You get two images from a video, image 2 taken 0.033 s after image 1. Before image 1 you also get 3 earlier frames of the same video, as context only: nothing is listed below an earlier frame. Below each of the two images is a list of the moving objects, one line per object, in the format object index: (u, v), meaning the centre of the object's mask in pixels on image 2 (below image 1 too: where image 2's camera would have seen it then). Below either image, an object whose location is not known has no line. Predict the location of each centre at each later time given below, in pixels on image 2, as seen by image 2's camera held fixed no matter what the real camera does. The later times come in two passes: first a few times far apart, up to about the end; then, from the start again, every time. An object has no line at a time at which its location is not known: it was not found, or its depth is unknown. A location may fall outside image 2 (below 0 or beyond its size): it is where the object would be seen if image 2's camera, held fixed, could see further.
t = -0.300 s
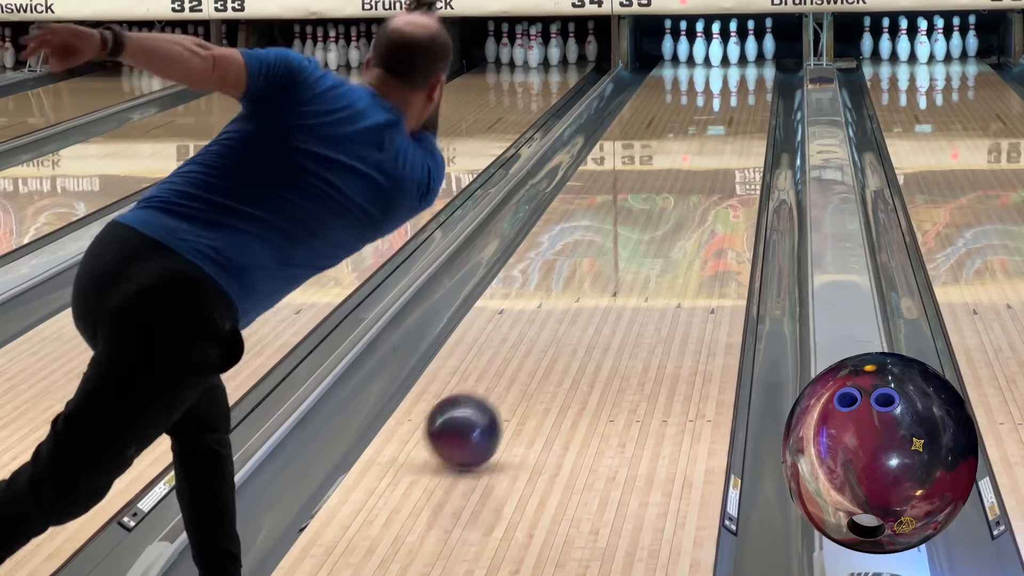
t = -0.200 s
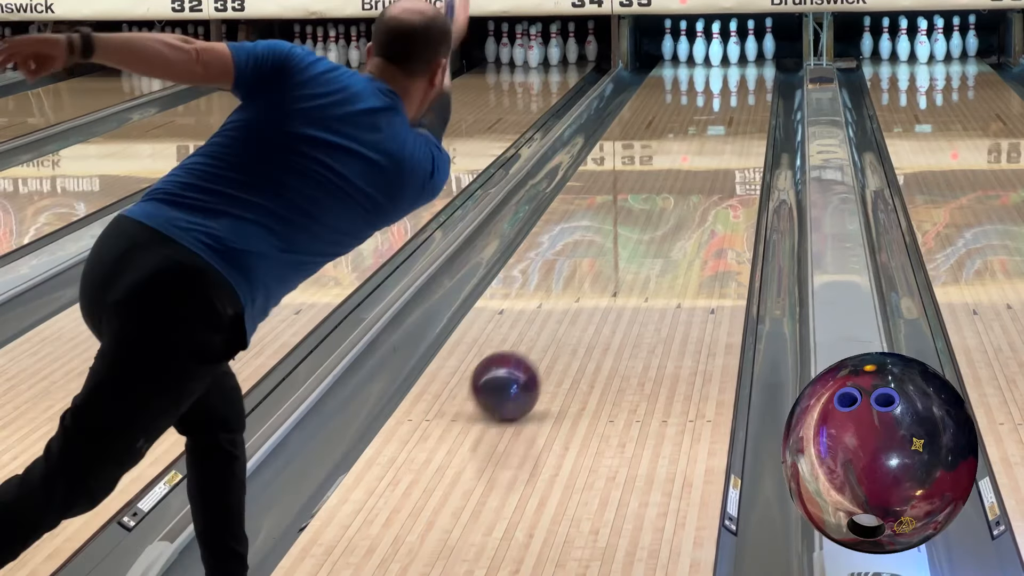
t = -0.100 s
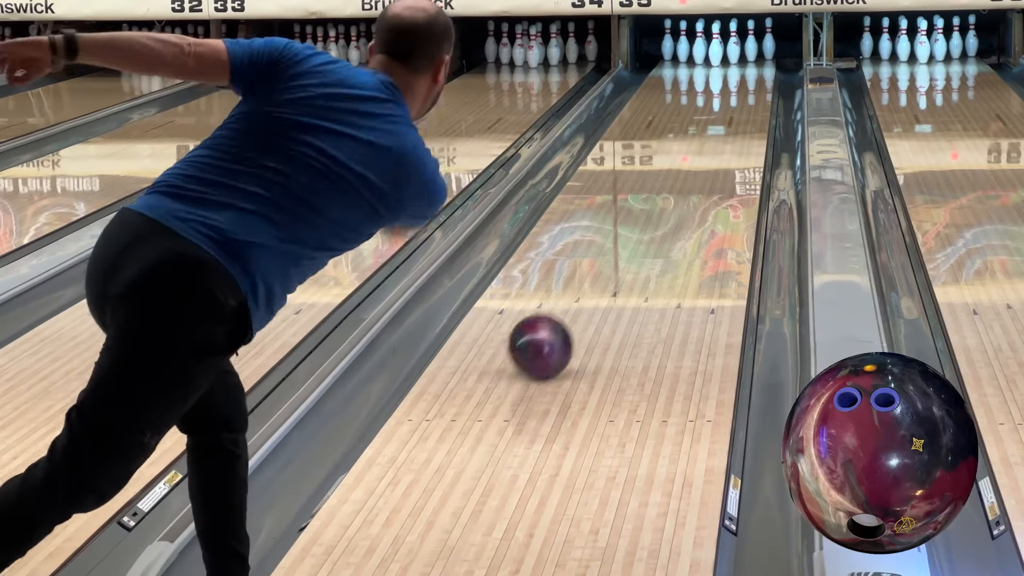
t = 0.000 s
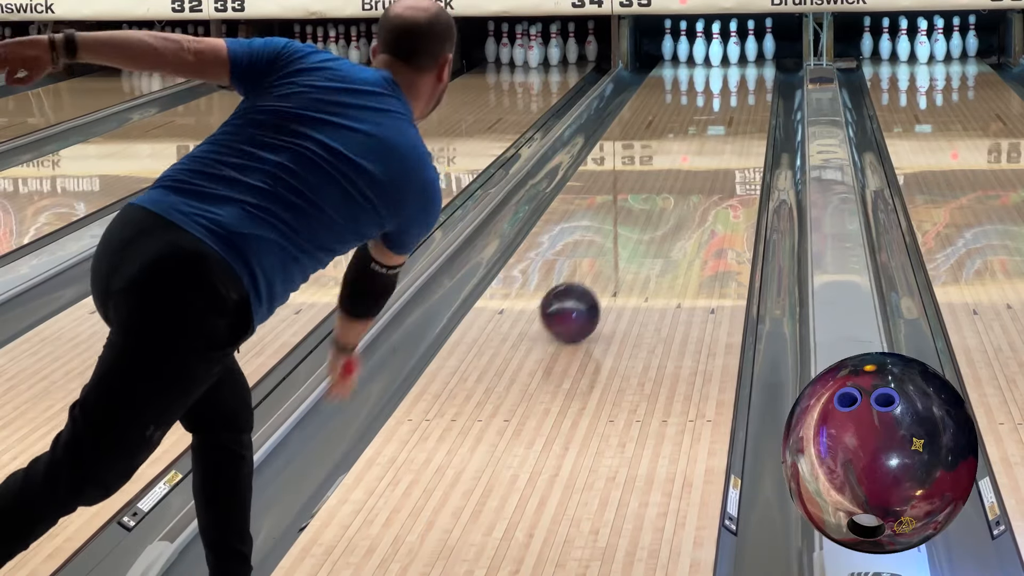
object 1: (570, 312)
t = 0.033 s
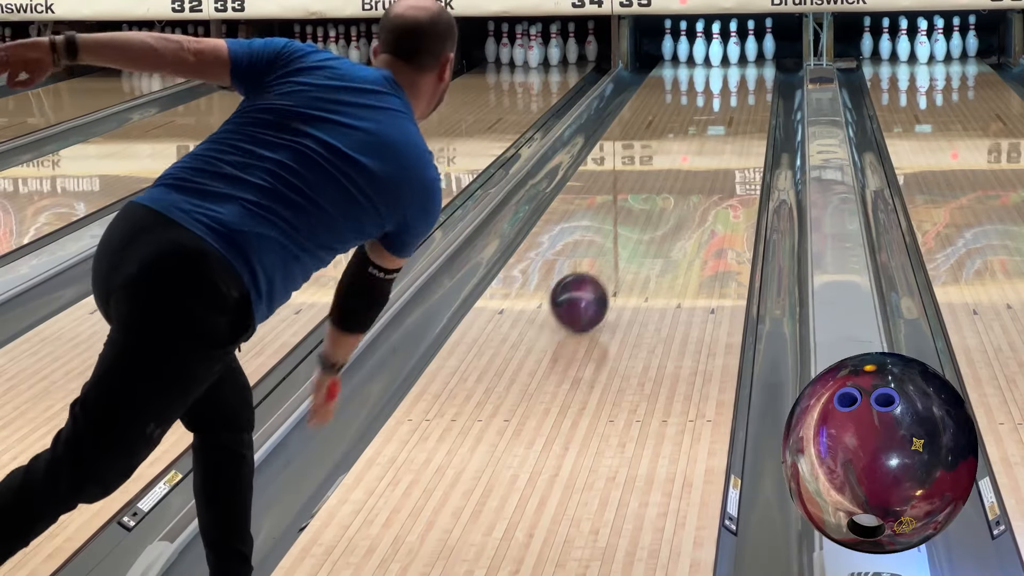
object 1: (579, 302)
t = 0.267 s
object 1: (631, 244)
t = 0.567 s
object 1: (677, 188)
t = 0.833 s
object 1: (706, 151)
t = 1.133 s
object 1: (730, 120)
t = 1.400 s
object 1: (744, 97)
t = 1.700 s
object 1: (747, 77)
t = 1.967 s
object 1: (738, 63)
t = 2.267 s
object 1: (723, 52)
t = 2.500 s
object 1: (711, 49)
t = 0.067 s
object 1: (588, 292)
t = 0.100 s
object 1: (596, 283)
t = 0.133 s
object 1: (603, 274)
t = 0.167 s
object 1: (610, 267)
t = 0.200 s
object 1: (618, 259)
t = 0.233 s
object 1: (624, 251)
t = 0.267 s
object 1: (631, 244)
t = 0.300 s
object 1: (637, 237)
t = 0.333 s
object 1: (643, 230)
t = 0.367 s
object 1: (648, 223)
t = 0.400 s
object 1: (654, 217)
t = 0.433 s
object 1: (659, 211)
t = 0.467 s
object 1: (663, 205)
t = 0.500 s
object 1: (668, 199)
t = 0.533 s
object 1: (673, 193)
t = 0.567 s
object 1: (677, 188)
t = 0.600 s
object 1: (681, 183)
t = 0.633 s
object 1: (685, 177)
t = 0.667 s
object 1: (689, 173)
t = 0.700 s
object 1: (693, 168)
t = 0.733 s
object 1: (696, 164)
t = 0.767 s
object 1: (699, 160)
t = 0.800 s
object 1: (703, 155)
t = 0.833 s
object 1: (706, 151)
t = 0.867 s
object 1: (709, 147)
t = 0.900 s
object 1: (712, 143)
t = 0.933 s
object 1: (715, 140)
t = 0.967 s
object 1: (717, 136)
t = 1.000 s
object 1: (720, 133)
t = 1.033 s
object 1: (722, 130)
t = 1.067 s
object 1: (725, 126)
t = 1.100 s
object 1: (727, 123)
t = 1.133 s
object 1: (730, 120)
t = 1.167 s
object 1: (732, 117)
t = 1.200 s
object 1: (734, 113)
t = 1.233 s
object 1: (736, 110)
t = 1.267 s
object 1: (738, 107)
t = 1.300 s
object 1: (739, 105)
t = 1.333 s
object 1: (741, 102)
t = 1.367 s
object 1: (742, 99)
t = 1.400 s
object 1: (744, 97)
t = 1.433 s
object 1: (745, 94)
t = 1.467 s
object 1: (746, 92)
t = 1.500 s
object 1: (746, 89)
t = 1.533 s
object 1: (747, 87)
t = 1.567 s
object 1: (747, 85)
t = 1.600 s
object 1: (747, 83)
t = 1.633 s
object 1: (748, 81)
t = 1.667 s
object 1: (747, 79)
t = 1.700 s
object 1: (747, 77)
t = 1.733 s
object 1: (747, 75)
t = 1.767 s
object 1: (746, 73)
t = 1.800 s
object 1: (745, 71)
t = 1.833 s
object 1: (744, 70)
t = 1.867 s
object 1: (742, 68)
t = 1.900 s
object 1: (741, 66)
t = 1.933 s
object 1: (739, 64)
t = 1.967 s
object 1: (738, 63)
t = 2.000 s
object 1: (736, 62)
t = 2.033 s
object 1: (733, 60)
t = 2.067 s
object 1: (731, 58)
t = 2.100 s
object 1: (729, 57)
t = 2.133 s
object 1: (726, 55)
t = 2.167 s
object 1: (725, 55)
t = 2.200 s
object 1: (725, 54)
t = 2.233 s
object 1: (724, 53)
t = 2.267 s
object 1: (723, 52)
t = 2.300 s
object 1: (721, 51)
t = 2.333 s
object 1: (721, 51)
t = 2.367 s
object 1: (720, 50)
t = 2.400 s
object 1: (718, 50)
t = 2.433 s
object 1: (712, 49)
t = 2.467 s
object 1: (712, 49)
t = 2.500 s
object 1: (711, 49)
